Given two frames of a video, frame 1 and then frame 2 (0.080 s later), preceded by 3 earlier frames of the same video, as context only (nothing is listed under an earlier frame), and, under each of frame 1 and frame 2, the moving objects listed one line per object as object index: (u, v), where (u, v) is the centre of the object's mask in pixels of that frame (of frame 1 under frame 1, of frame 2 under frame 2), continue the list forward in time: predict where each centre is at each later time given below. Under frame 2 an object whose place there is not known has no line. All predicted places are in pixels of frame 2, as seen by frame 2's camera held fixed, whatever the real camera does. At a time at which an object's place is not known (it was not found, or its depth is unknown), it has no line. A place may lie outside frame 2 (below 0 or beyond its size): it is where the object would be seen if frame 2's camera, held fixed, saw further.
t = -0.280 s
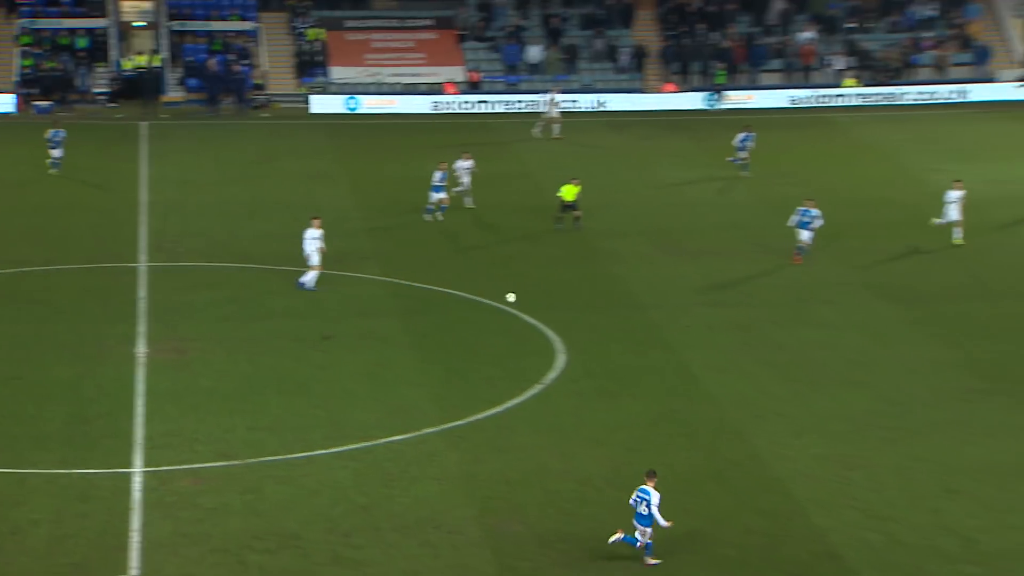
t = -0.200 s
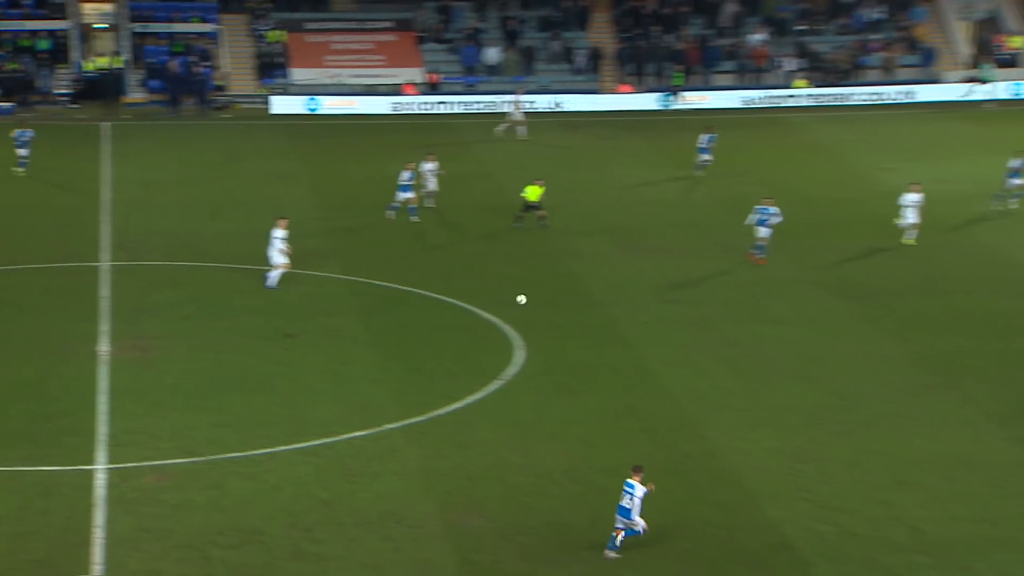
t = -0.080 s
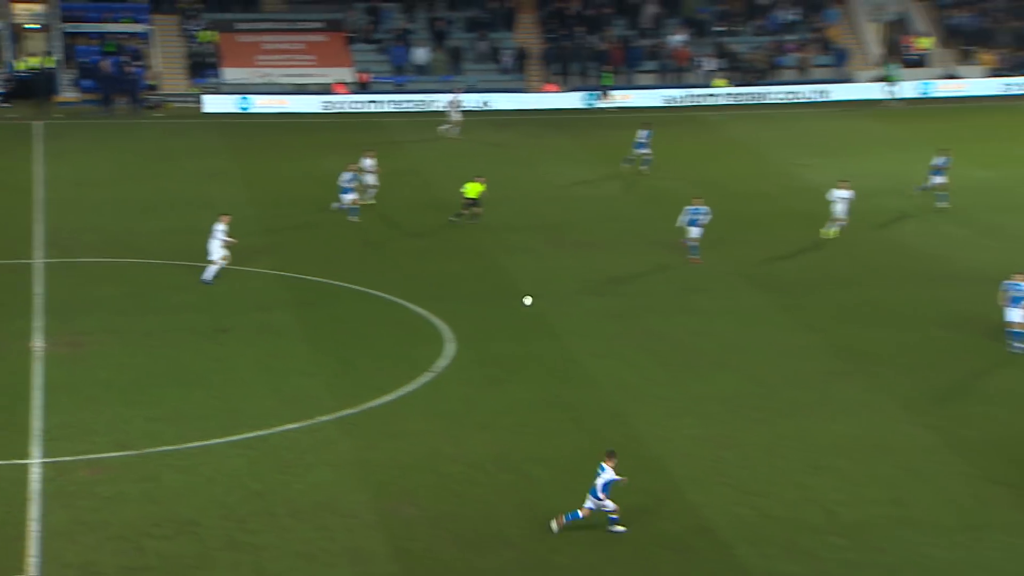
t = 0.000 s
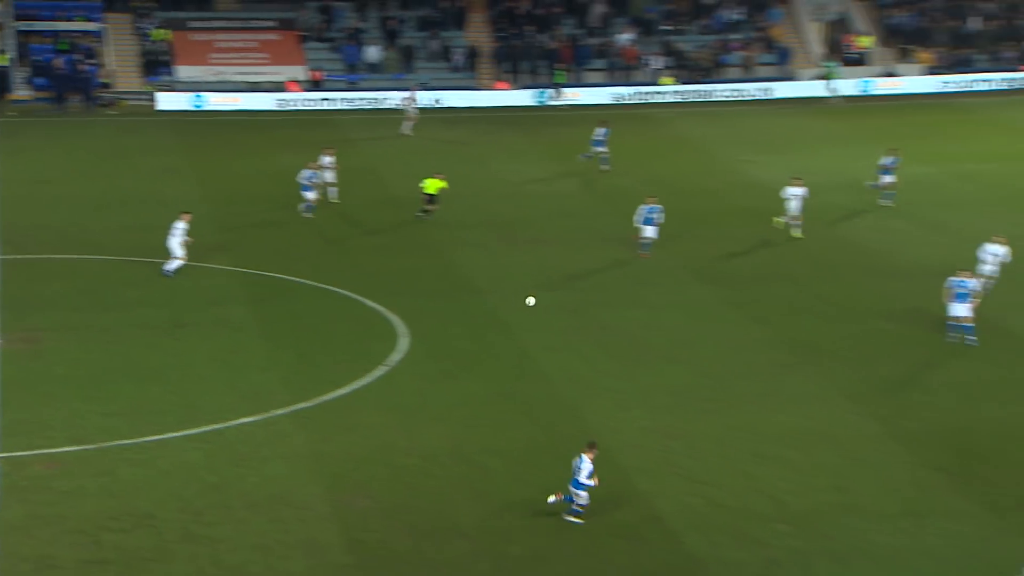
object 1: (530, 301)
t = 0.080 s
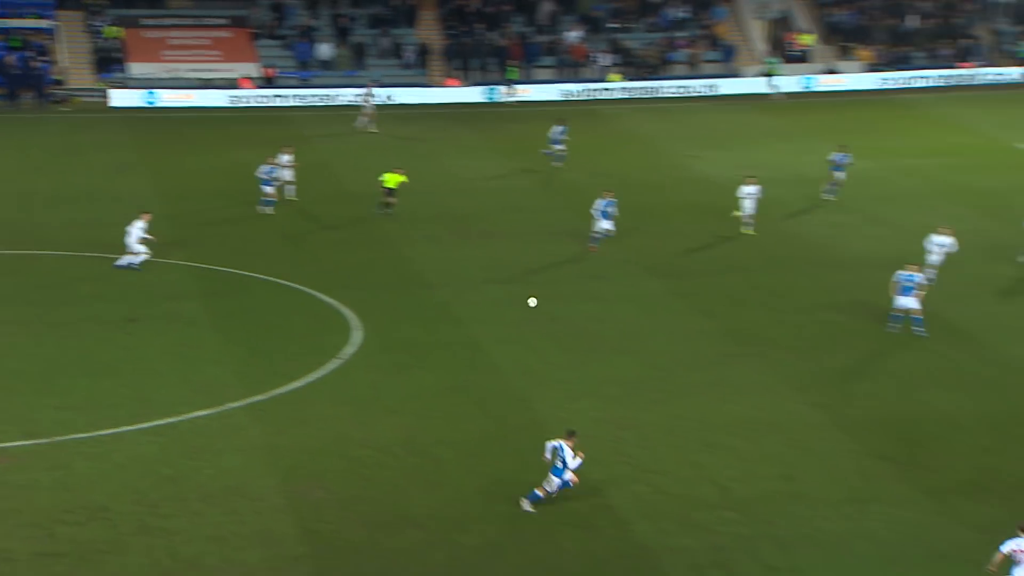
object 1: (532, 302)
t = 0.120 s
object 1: (556, 306)
